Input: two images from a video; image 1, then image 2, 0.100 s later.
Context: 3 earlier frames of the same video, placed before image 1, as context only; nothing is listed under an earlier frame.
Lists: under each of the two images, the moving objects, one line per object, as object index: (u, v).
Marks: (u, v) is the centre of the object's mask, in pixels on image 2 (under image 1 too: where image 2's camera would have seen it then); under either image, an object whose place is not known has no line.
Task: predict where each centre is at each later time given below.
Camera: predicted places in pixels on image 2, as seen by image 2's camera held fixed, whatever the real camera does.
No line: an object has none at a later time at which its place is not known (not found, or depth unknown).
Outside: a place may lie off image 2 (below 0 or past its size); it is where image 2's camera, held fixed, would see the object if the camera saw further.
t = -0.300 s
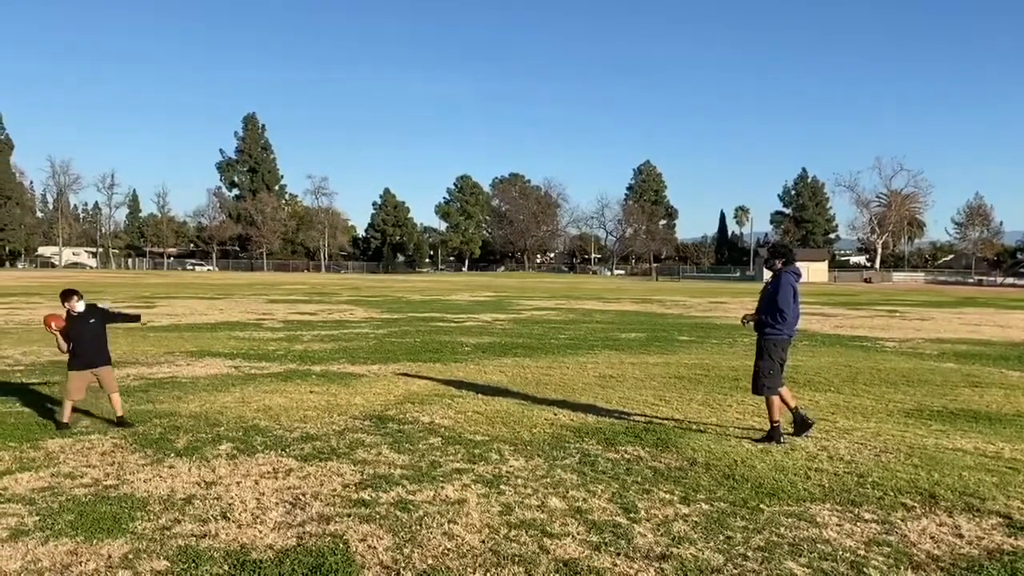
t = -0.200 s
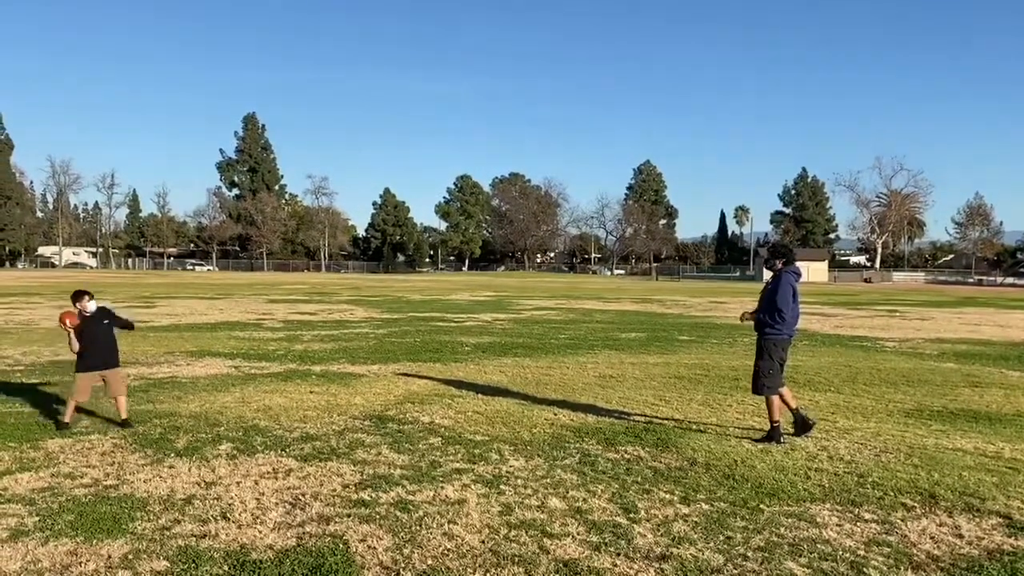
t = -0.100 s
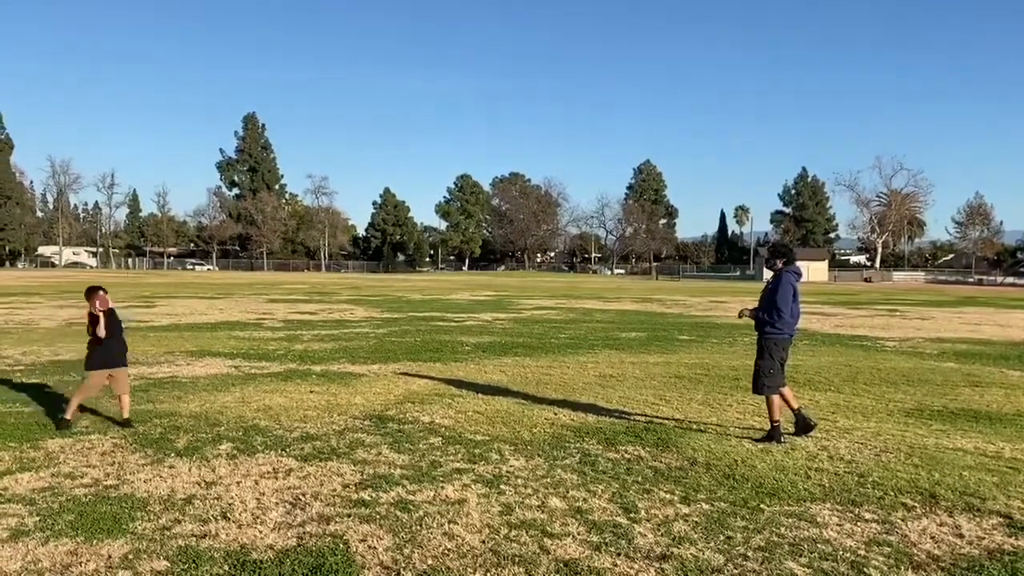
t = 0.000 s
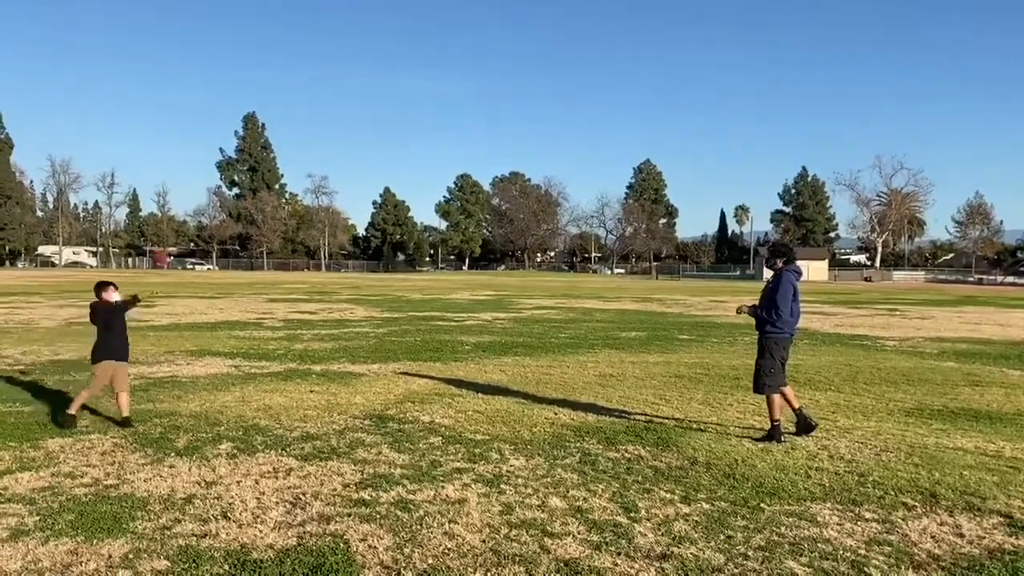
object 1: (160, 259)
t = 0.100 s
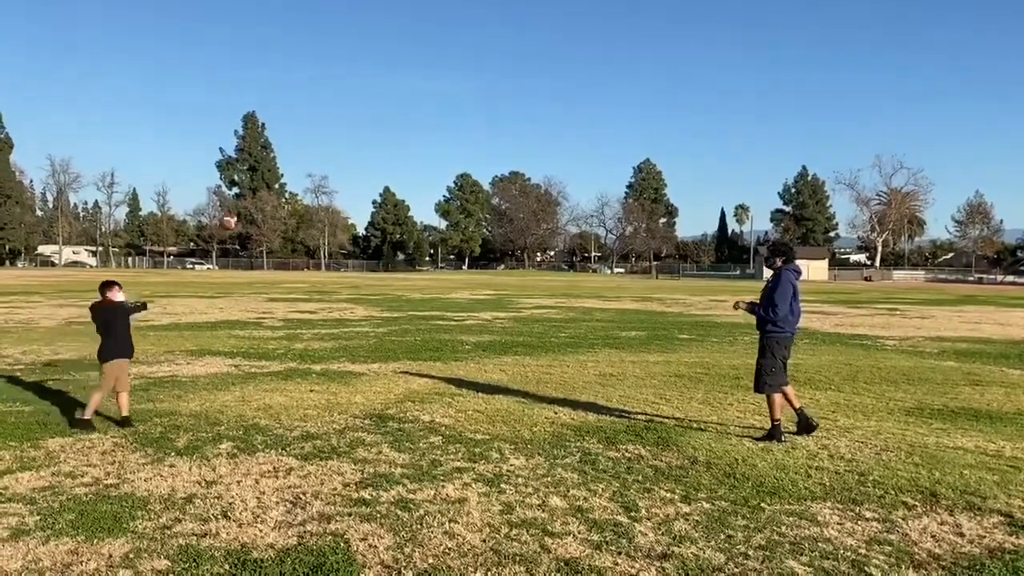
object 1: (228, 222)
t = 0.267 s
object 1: (340, 186)
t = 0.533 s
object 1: (508, 195)
